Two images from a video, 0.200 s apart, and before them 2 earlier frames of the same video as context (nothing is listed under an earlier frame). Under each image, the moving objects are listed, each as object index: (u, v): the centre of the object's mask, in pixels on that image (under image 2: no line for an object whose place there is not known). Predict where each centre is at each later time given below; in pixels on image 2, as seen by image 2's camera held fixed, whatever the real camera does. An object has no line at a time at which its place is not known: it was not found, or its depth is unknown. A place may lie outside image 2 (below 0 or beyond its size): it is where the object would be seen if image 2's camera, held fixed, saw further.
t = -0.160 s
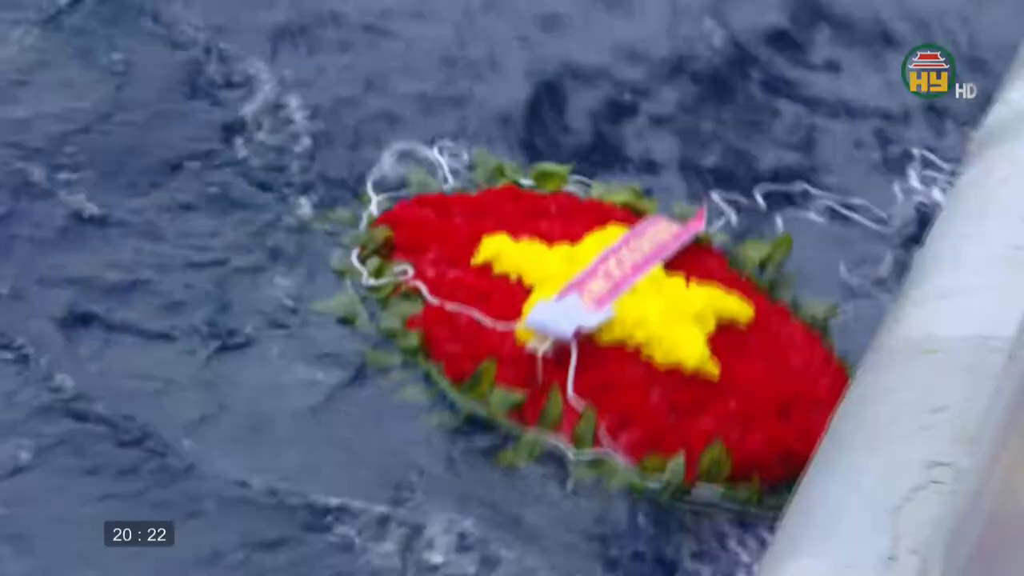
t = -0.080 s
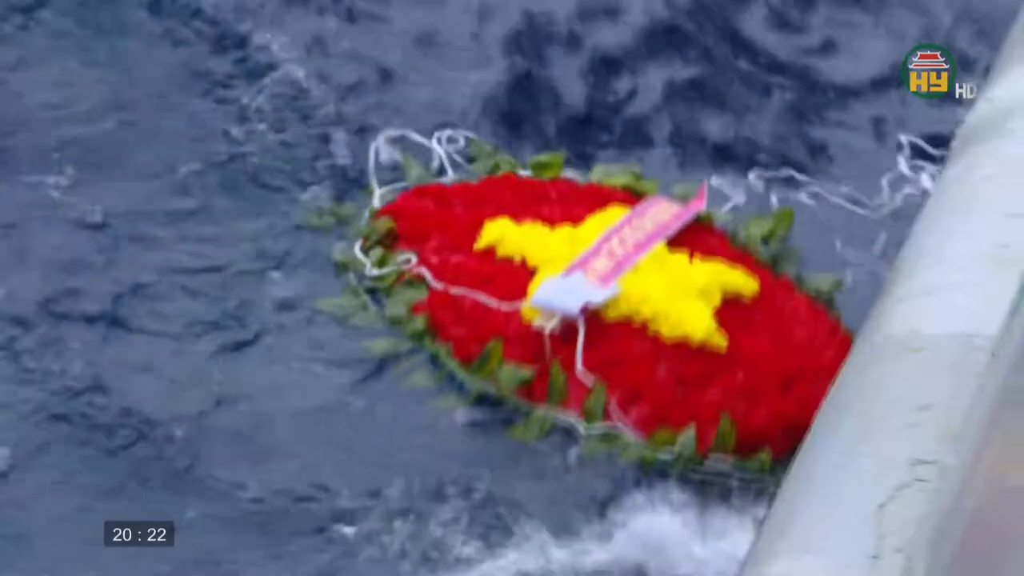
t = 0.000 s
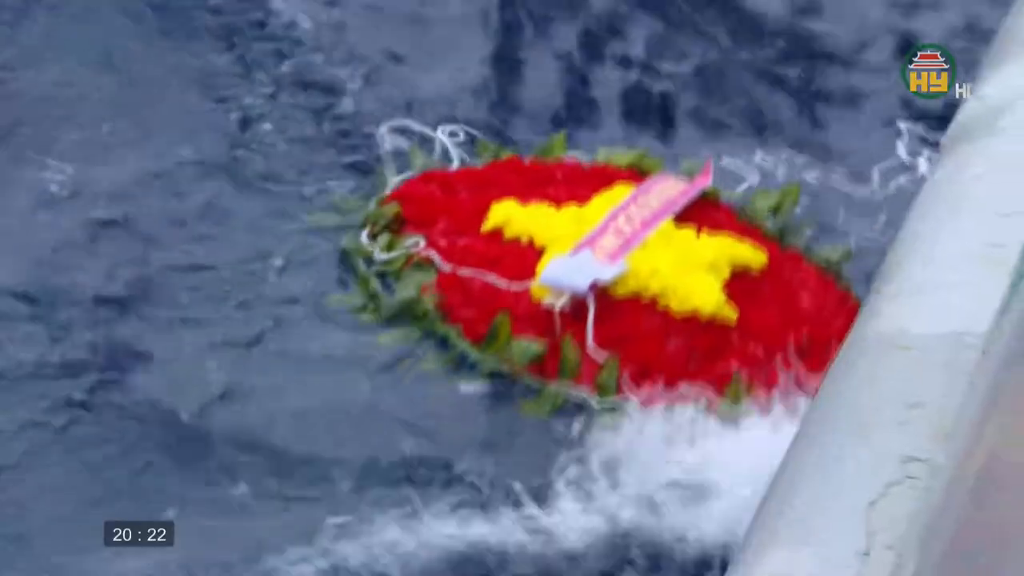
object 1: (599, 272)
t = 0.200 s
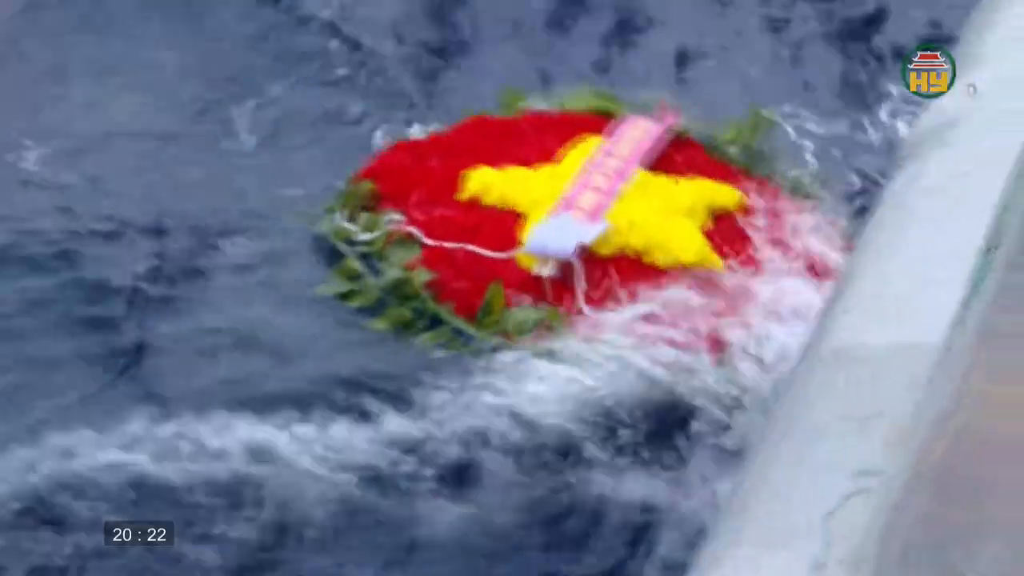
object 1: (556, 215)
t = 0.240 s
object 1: (586, 222)
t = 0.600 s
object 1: (532, 220)
